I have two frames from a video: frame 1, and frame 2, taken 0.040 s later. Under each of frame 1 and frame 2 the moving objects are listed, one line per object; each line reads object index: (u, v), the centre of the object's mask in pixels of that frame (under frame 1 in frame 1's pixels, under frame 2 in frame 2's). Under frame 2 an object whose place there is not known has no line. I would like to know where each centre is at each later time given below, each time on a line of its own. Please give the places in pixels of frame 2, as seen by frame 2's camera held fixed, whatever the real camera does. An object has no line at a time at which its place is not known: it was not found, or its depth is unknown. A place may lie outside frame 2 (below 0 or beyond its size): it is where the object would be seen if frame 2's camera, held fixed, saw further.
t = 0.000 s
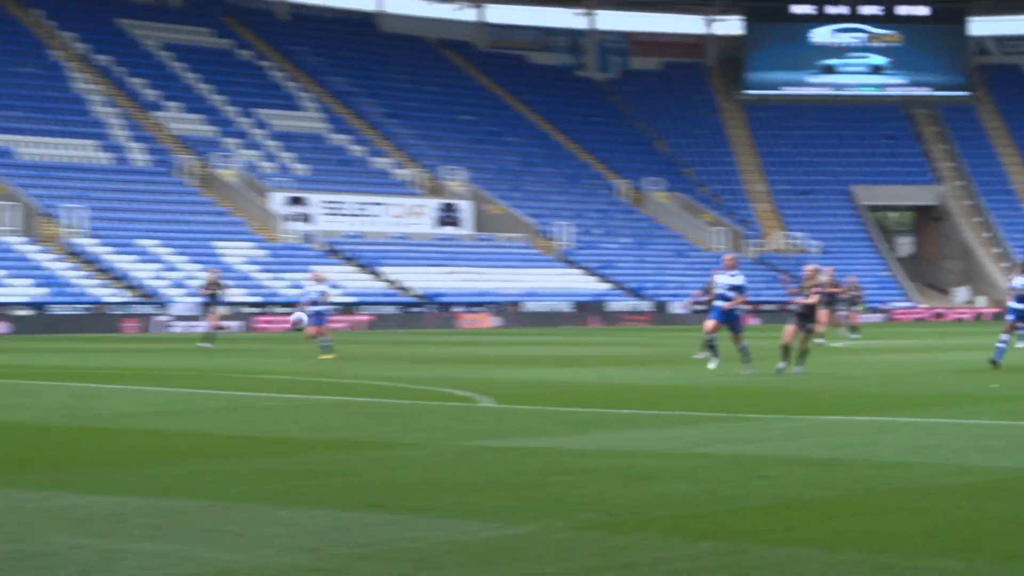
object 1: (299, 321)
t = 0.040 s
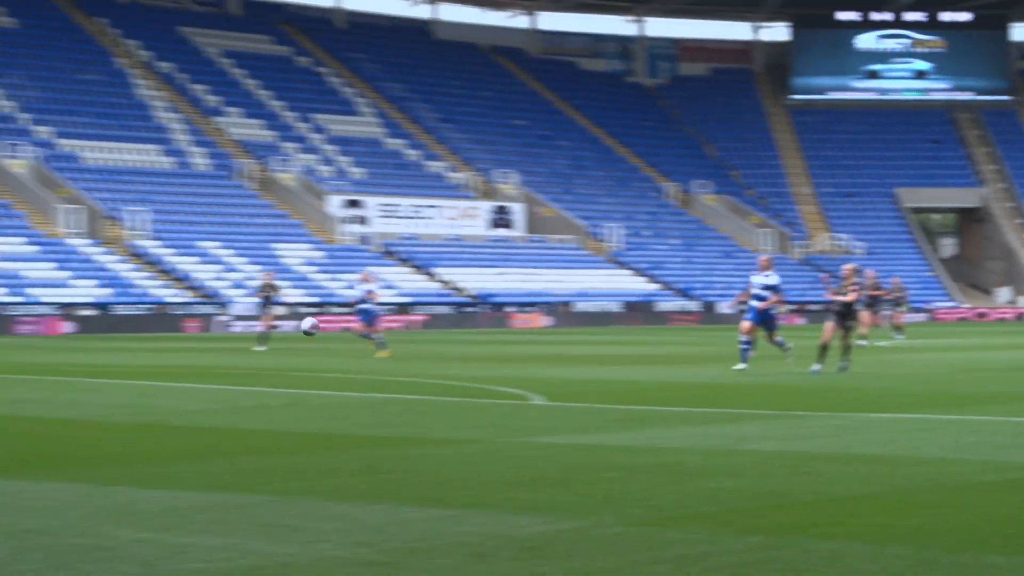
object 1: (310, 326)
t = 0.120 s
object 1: (217, 341)
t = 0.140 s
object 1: (193, 345)
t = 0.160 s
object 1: (168, 351)
